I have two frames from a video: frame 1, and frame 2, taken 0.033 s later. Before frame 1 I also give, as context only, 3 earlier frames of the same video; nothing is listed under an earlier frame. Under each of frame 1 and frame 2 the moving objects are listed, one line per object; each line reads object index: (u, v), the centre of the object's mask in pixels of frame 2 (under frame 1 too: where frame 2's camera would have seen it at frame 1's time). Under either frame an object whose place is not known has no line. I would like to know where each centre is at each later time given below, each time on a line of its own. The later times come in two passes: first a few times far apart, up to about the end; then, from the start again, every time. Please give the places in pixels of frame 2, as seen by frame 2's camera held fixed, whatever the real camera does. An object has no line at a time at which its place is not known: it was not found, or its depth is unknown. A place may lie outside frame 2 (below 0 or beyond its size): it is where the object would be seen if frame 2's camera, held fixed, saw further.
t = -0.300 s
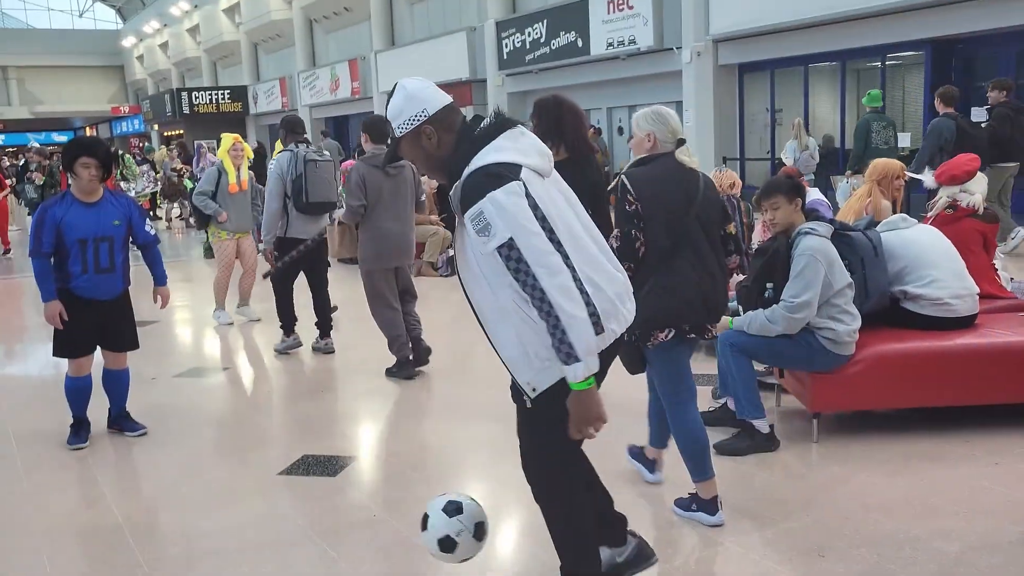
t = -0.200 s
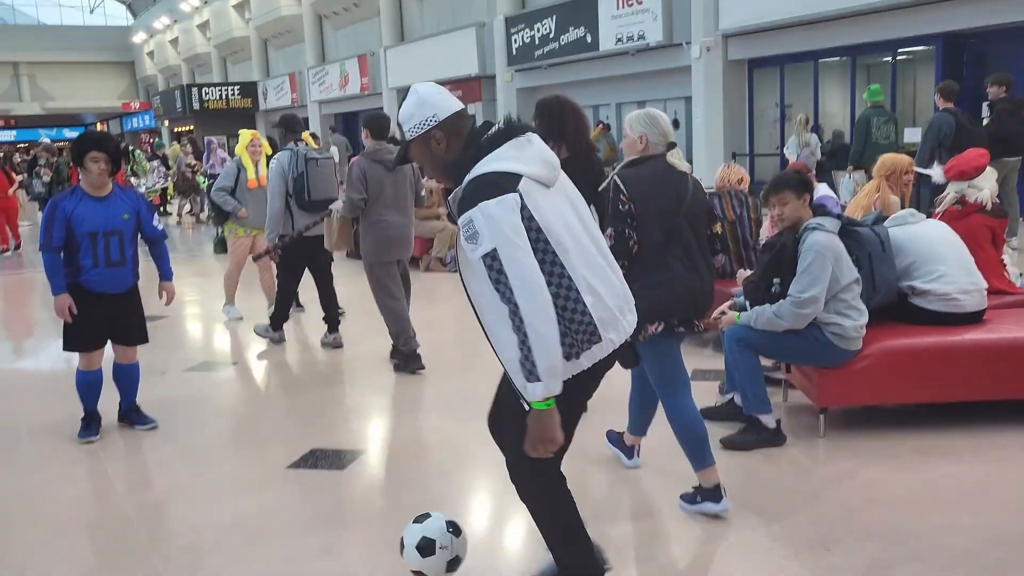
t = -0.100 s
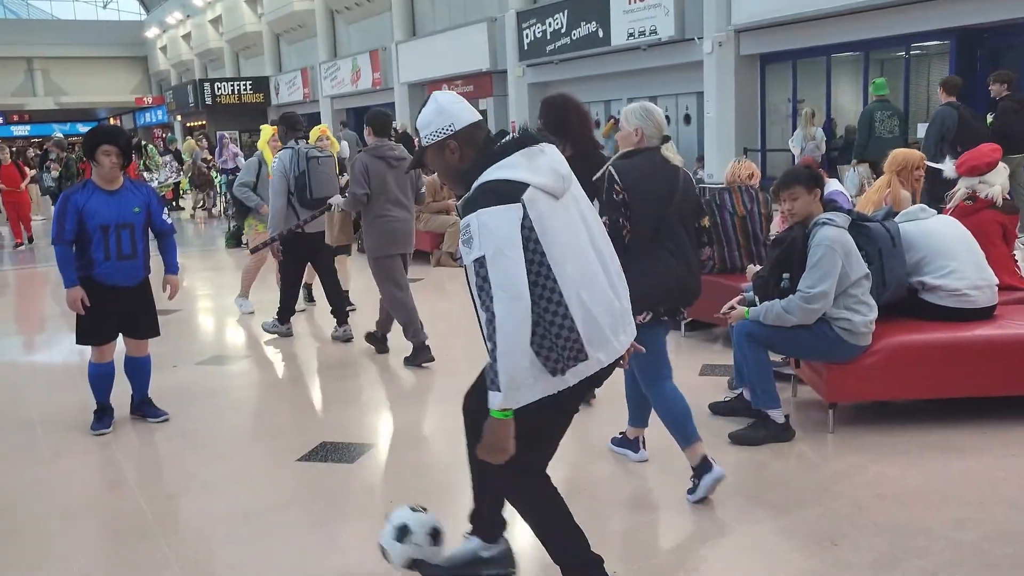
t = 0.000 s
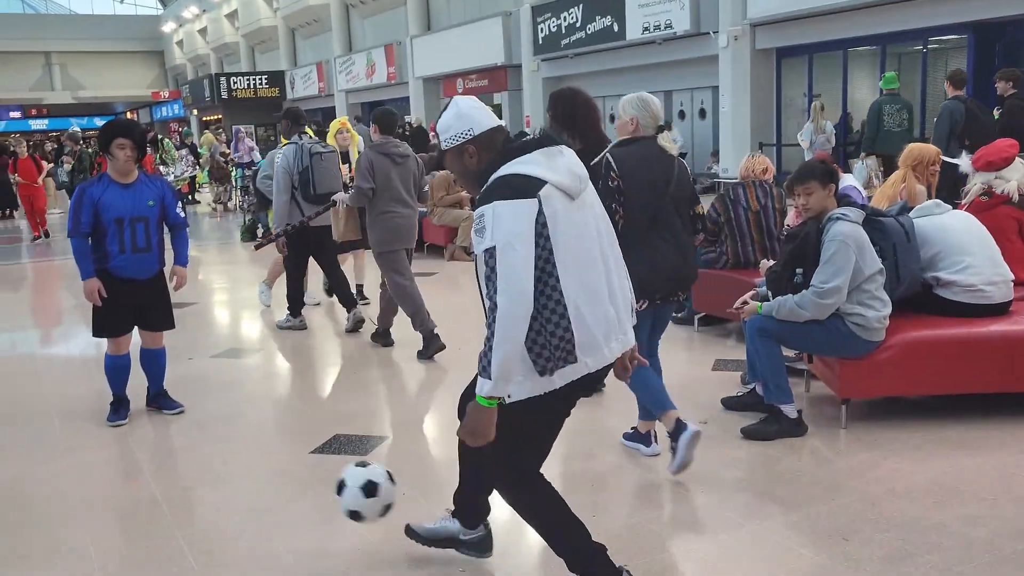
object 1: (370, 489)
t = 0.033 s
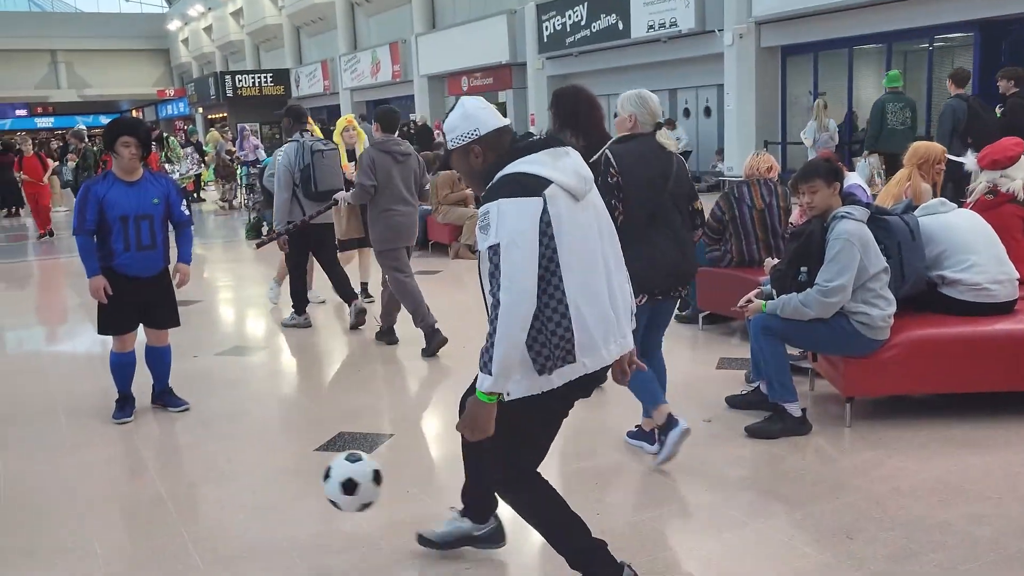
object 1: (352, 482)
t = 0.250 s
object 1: (273, 471)
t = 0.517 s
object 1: (225, 458)
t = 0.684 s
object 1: (196, 453)
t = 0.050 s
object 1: (344, 480)
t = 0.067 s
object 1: (336, 477)
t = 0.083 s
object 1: (330, 475)
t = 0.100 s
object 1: (322, 475)
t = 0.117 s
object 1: (316, 475)
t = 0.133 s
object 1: (309, 477)
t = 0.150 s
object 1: (302, 478)
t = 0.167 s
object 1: (296, 481)
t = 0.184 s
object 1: (291, 483)
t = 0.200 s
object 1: (286, 487)
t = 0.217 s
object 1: (282, 482)
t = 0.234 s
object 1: (277, 477)
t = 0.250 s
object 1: (273, 471)
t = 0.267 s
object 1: (270, 466)
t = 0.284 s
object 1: (267, 463)
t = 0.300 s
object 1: (265, 460)
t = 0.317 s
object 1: (261, 458)
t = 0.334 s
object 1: (257, 456)
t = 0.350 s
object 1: (254, 455)
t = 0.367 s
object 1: (251, 455)
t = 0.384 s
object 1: (248, 455)
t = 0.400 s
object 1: (245, 456)
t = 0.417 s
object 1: (241, 458)
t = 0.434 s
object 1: (239, 460)
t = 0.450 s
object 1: (237, 464)
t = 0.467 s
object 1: (234, 466)
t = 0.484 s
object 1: (231, 467)
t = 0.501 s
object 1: (228, 462)
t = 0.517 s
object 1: (225, 458)
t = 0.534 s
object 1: (222, 455)
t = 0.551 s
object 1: (218, 453)
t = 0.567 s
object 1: (215, 450)
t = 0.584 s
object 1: (210, 449)
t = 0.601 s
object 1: (210, 448)
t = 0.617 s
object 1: (207, 449)
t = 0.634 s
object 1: (204, 449)
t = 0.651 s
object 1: (201, 449)
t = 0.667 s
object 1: (198, 450)
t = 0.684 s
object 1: (196, 453)
